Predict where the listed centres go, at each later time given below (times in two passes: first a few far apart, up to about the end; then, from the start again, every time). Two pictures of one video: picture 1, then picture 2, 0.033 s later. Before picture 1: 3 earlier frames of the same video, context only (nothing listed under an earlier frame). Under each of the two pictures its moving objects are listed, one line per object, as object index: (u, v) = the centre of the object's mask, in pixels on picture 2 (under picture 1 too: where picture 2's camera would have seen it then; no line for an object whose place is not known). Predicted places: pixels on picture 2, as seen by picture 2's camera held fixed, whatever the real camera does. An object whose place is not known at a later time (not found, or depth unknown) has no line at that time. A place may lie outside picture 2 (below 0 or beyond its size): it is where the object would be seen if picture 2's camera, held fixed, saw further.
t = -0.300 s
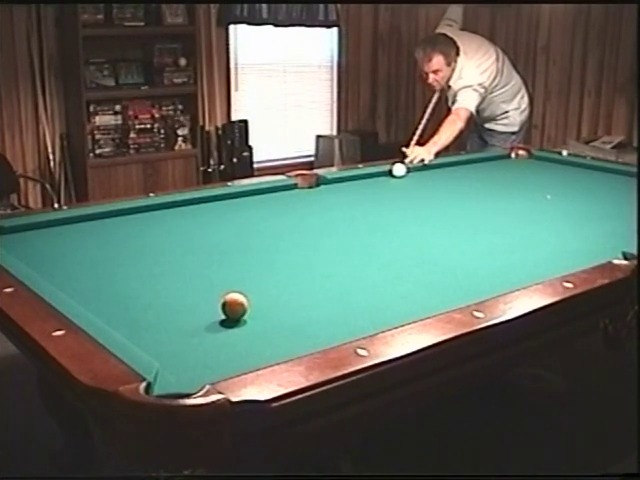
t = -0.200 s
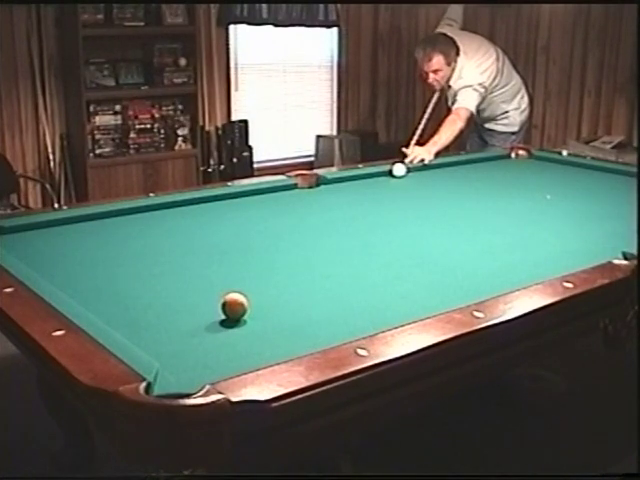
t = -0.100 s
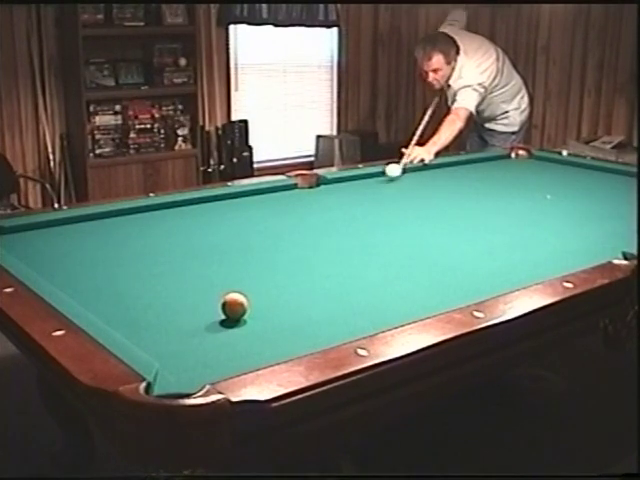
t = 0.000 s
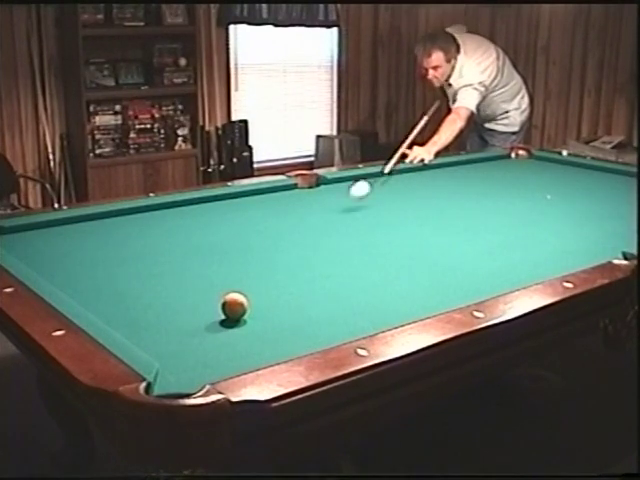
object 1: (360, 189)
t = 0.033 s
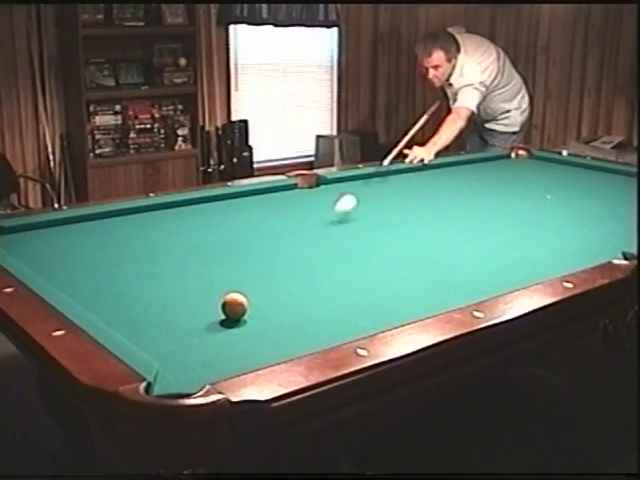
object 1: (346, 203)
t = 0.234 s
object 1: (218, 286)
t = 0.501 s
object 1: (116, 293)
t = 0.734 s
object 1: (185, 269)
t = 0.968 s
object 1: (231, 256)
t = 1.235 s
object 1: (276, 242)
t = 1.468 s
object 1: (310, 232)
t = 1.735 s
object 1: (344, 222)
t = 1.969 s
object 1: (370, 214)
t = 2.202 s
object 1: (393, 207)
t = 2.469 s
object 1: (416, 200)
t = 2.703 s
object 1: (433, 195)
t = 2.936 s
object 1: (449, 190)
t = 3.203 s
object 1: (464, 186)
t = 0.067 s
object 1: (329, 221)
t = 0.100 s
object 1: (312, 231)
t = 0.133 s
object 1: (292, 246)
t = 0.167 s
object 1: (268, 269)
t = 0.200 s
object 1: (244, 286)
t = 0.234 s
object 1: (218, 286)
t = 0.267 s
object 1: (196, 284)
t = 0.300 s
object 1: (174, 286)
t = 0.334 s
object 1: (151, 292)
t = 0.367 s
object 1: (130, 300)
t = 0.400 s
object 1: (109, 297)
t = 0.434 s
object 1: (91, 299)
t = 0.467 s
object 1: (103, 294)
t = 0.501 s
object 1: (116, 293)
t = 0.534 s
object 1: (129, 288)
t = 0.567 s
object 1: (140, 284)
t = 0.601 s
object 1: (150, 281)
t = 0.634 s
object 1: (160, 277)
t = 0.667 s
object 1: (169, 274)
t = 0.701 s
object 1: (177, 272)
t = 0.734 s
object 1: (185, 269)
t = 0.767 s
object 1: (192, 267)
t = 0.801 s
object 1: (198, 265)
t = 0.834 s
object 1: (205, 263)
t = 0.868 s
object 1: (212, 261)
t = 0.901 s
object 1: (218, 259)
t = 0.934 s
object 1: (225, 257)
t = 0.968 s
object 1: (231, 256)
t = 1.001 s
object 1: (237, 254)
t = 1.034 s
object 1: (243, 252)
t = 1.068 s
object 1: (248, 250)
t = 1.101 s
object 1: (254, 249)
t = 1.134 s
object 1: (260, 247)
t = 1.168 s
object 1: (265, 245)
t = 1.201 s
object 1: (271, 244)
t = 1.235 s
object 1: (276, 242)
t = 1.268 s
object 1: (281, 241)
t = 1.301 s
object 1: (286, 239)
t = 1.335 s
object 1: (291, 238)
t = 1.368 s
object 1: (296, 236)
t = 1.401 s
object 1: (301, 235)
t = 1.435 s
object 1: (306, 233)
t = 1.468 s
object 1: (310, 232)
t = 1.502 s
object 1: (315, 230)
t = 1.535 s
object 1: (319, 229)
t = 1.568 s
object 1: (323, 228)
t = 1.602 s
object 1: (328, 227)
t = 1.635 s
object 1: (332, 225)
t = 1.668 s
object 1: (336, 224)
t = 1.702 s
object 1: (340, 223)
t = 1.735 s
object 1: (344, 222)
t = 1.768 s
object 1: (348, 221)
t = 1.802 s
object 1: (352, 220)
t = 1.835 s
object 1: (355, 218)
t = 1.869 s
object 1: (359, 217)
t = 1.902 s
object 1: (363, 216)
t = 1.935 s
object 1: (366, 215)
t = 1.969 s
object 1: (370, 214)
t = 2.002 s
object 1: (373, 213)
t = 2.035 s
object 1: (377, 212)
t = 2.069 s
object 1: (380, 211)
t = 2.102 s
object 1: (383, 210)
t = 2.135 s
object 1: (386, 209)
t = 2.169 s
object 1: (390, 208)
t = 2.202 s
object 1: (393, 207)
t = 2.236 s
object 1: (396, 206)
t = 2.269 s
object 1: (399, 205)
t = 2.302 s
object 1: (402, 204)
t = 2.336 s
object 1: (404, 204)
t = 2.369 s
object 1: (407, 202)
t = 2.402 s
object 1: (410, 202)
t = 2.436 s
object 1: (413, 201)
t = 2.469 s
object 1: (416, 200)
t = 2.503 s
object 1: (418, 199)
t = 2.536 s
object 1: (421, 199)
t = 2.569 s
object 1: (423, 198)
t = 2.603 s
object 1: (425, 197)
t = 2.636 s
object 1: (428, 197)
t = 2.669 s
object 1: (430, 196)
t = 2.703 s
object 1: (433, 195)
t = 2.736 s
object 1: (435, 195)
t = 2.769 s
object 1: (438, 193)
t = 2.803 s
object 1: (440, 193)
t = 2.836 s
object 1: (442, 192)
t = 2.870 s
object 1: (445, 191)
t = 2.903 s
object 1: (447, 191)
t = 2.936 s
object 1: (449, 190)
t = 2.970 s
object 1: (451, 189)
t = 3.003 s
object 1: (452, 189)
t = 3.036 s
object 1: (455, 188)
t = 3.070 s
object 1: (457, 188)
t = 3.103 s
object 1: (459, 187)
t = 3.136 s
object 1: (461, 187)
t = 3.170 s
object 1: (462, 186)
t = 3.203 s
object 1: (464, 186)
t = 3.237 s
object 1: (466, 185)
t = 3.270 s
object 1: (468, 185)
